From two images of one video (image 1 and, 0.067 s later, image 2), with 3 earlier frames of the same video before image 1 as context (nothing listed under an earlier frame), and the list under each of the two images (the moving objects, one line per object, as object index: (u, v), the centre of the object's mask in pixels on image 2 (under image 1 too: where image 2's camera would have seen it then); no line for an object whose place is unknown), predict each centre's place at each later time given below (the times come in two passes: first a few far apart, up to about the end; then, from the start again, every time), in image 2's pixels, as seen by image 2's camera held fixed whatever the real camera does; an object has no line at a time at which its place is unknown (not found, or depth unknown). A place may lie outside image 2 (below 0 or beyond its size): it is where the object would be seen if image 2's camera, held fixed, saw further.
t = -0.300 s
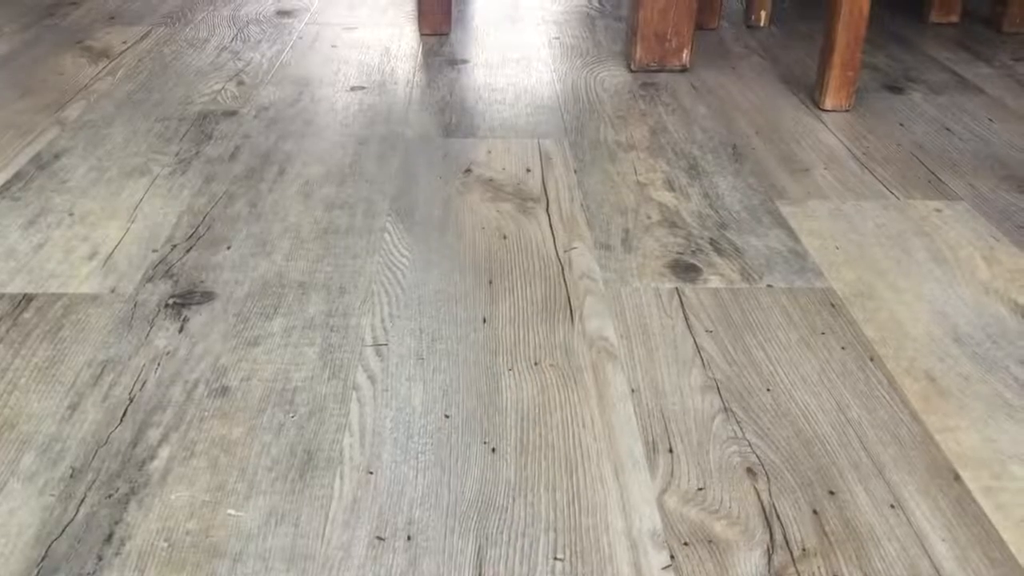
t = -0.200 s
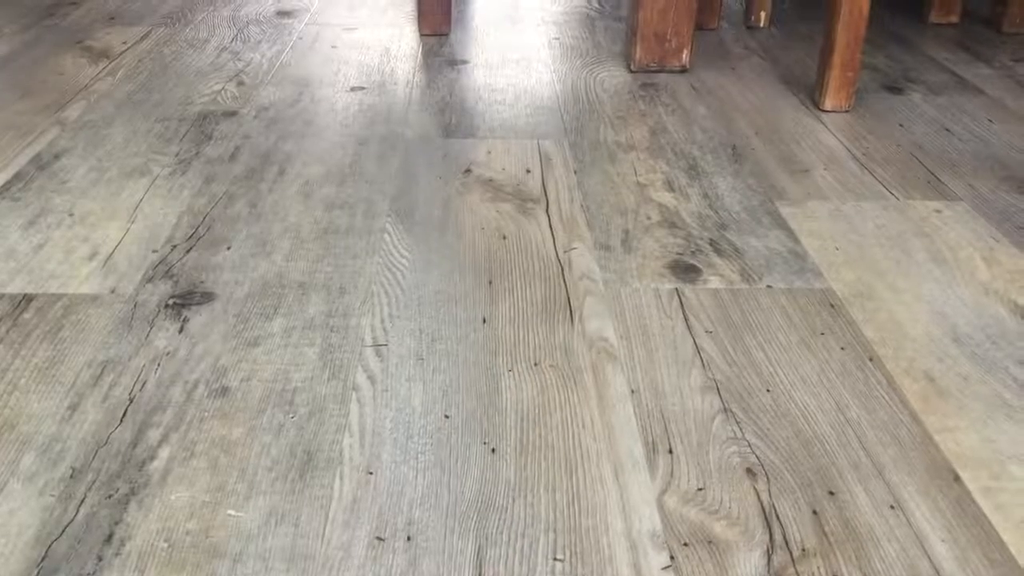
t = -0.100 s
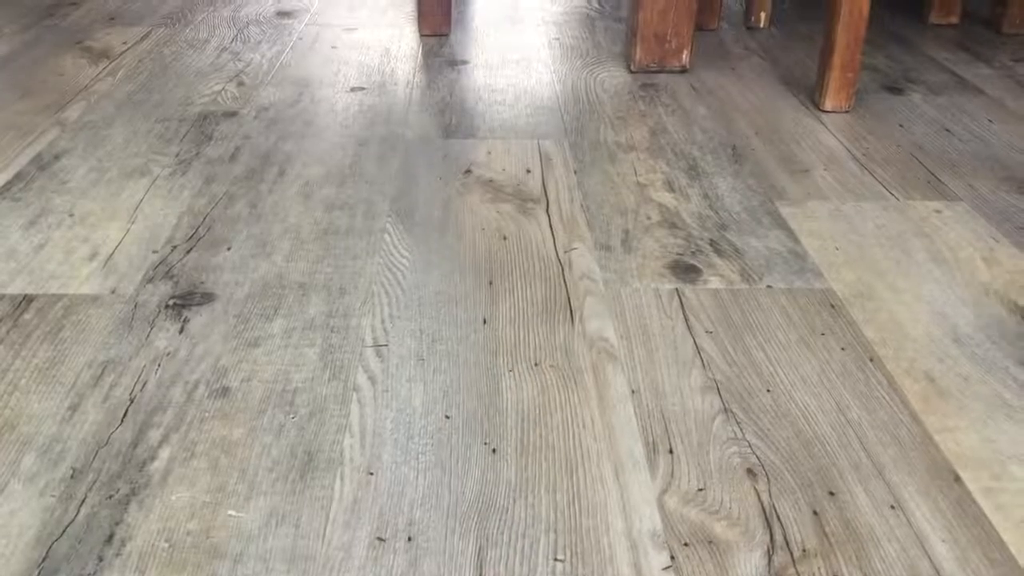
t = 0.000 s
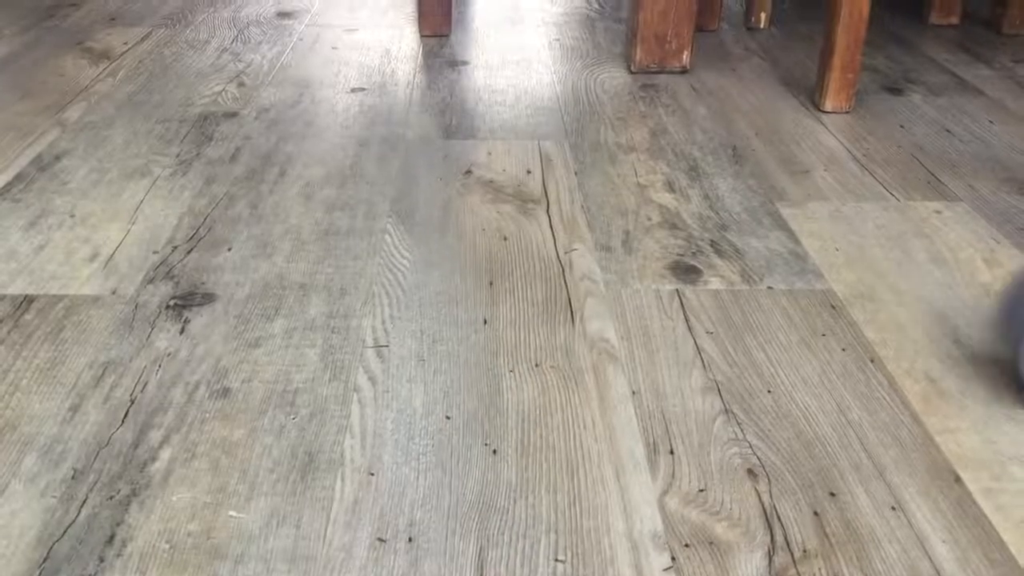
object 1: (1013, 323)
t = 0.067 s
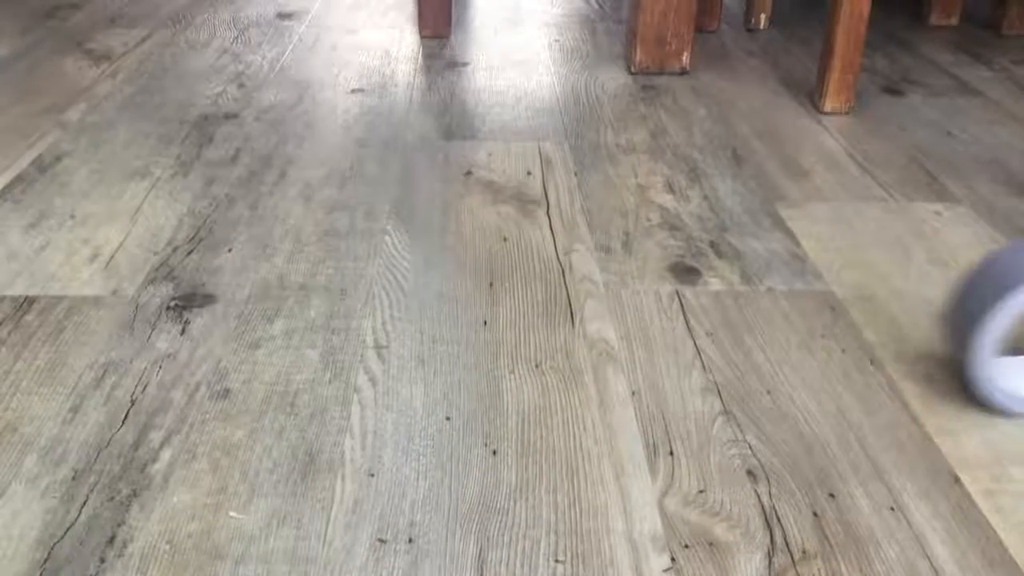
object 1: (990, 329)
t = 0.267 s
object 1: (886, 328)
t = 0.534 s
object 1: (677, 327)
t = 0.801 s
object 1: (474, 327)
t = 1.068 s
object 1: (276, 328)
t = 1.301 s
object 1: (106, 325)
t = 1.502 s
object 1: (24, 320)
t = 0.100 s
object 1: (977, 329)
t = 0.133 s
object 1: (959, 324)
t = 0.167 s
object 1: (953, 328)
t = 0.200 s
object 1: (936, 328)
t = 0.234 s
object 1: (912, 328)
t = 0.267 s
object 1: (886, 328)
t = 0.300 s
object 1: (859, 328)
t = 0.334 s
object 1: (832, 329)
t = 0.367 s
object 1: (806, 329)
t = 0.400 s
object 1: (780, 329)
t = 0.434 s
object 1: (756, 329)
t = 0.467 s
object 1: (729, 328)
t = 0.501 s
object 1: (702, 328)
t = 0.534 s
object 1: (677, 327)
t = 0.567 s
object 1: (651, 327)
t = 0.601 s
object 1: (624, 328)
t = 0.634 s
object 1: (599, 329)
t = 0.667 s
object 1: (573, 328)
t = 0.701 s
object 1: (549, 328)
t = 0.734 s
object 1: (523, 328)
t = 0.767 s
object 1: (498, 327)
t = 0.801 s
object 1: (474, 327)
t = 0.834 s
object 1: (448, 327)
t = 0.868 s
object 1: (423, 326)
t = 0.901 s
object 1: (398, 326)
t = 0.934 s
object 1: (373, 326)
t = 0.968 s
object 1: (349, 326)
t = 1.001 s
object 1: (325, 327)
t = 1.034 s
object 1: (300, 327)
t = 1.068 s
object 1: (276, 328)
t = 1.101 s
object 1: (252, 327)
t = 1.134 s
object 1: (226, 328)
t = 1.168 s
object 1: (202, 326)
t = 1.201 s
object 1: (178, 326)
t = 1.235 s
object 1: (155, 325)
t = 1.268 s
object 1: (131, 325)
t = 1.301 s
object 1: (106, 325)
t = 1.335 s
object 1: (86, 325)
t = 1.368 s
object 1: (71, 324)
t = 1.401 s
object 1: (57, 323)
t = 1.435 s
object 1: (49, 321)
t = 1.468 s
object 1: (37, 321)
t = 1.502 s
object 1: (24, 320)
